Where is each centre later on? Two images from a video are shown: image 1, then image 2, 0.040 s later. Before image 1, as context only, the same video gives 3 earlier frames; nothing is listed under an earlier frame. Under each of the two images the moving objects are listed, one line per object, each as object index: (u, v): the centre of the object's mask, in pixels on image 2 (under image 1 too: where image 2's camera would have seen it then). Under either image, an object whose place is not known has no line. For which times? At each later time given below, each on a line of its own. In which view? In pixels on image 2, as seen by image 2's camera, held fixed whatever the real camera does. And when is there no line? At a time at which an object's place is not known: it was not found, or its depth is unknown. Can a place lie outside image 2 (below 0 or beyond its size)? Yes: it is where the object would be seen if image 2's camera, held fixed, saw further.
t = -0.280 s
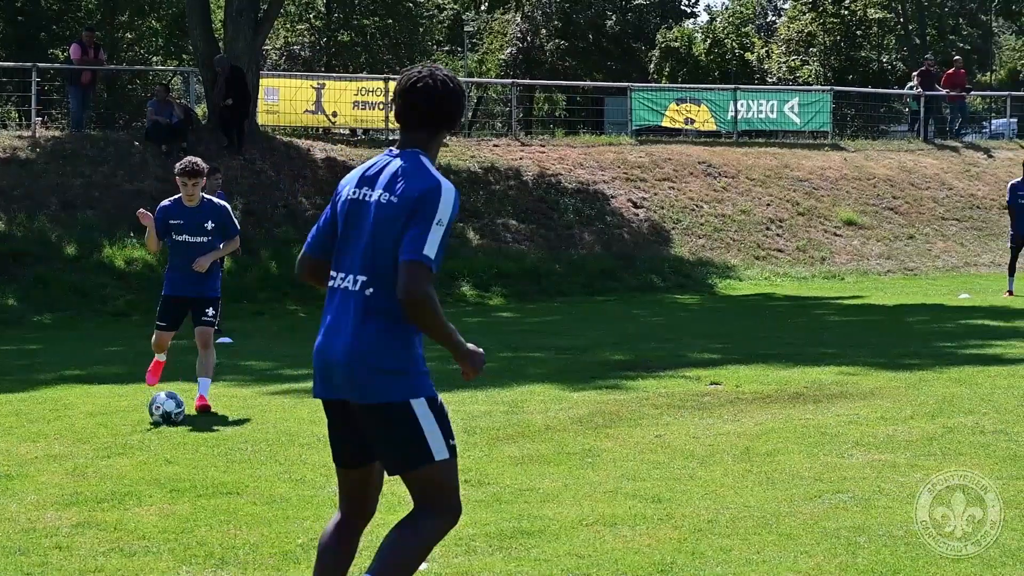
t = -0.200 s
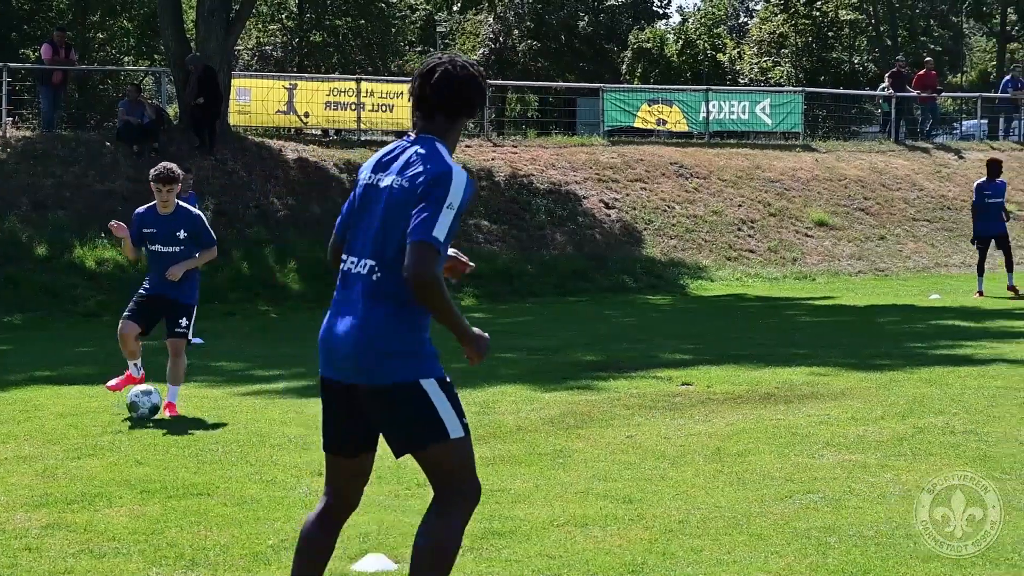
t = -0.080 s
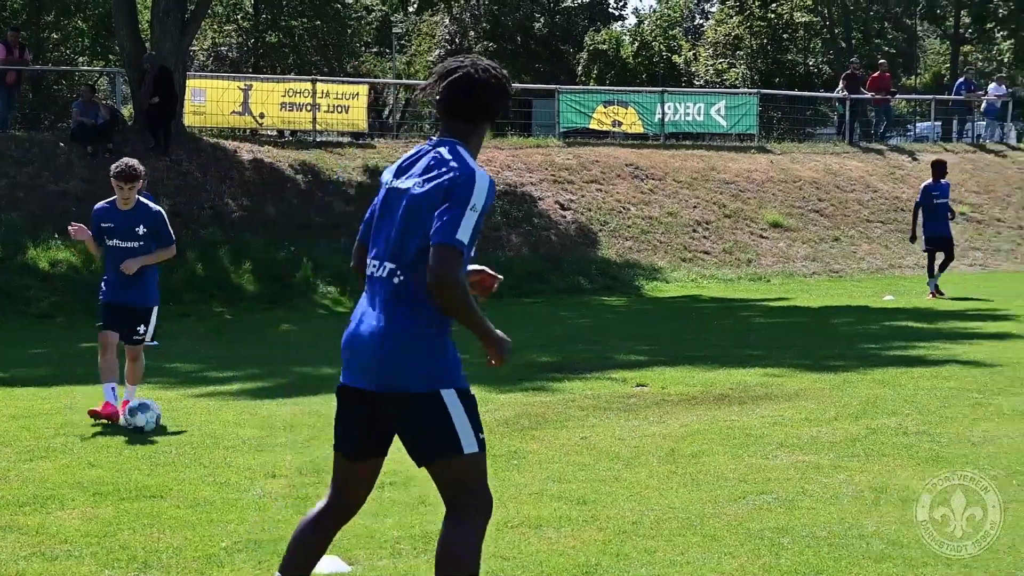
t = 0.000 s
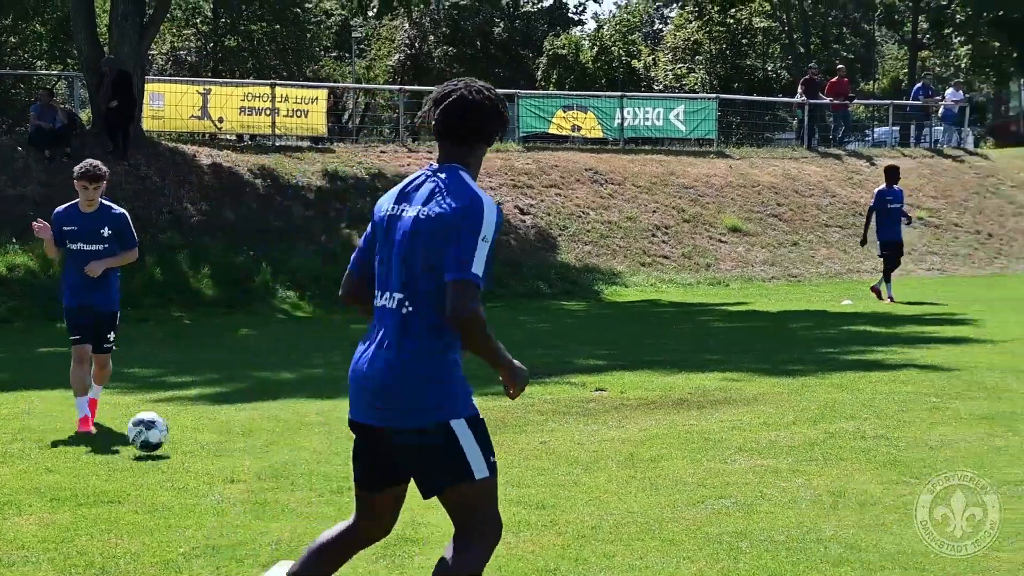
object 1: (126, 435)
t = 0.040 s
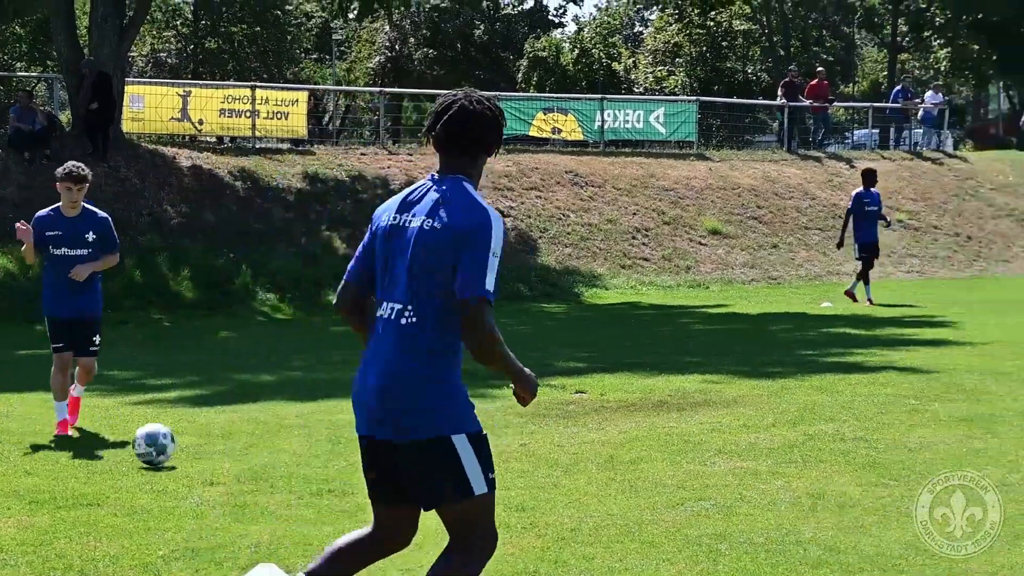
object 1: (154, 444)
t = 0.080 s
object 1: (183, 457)
